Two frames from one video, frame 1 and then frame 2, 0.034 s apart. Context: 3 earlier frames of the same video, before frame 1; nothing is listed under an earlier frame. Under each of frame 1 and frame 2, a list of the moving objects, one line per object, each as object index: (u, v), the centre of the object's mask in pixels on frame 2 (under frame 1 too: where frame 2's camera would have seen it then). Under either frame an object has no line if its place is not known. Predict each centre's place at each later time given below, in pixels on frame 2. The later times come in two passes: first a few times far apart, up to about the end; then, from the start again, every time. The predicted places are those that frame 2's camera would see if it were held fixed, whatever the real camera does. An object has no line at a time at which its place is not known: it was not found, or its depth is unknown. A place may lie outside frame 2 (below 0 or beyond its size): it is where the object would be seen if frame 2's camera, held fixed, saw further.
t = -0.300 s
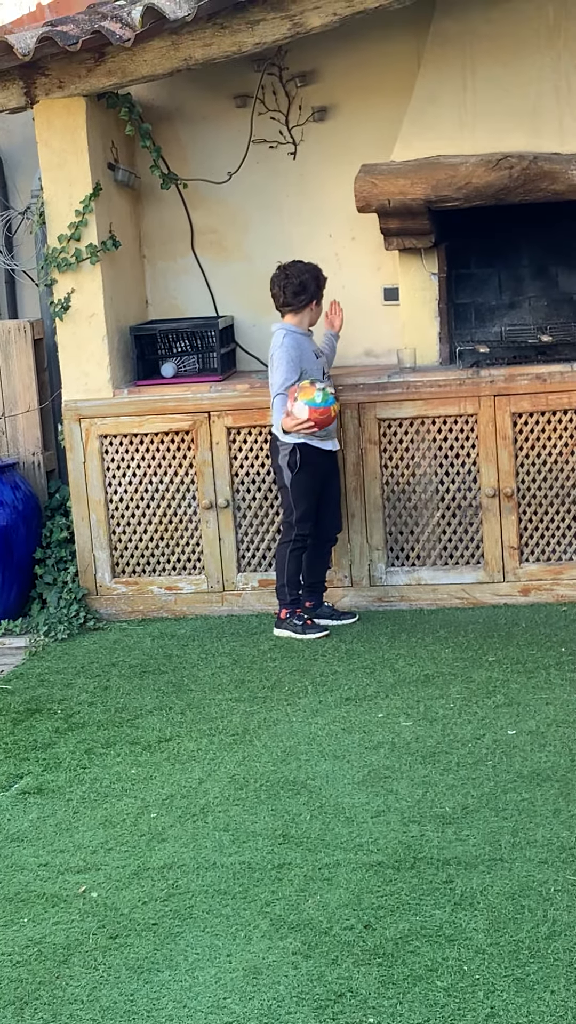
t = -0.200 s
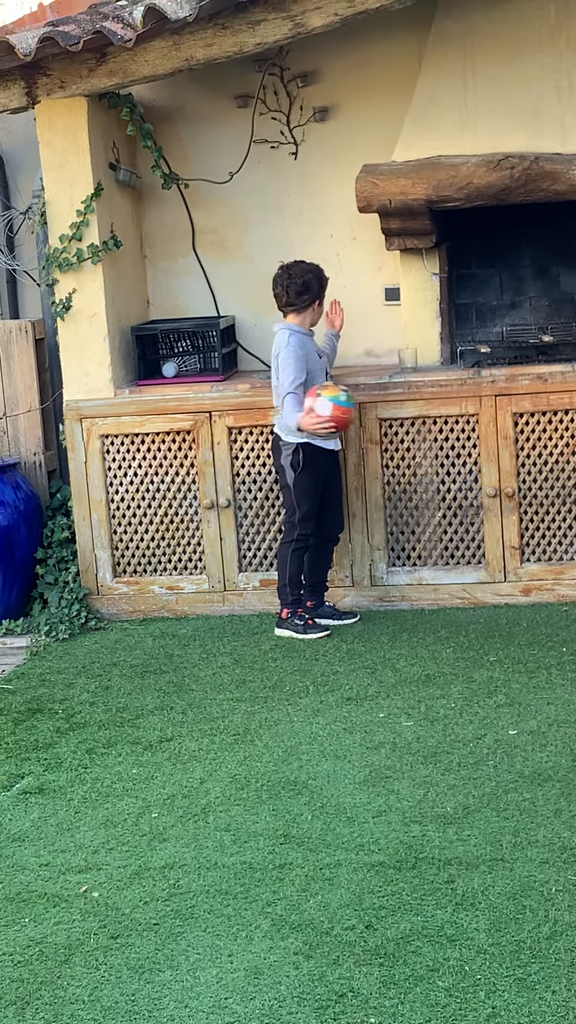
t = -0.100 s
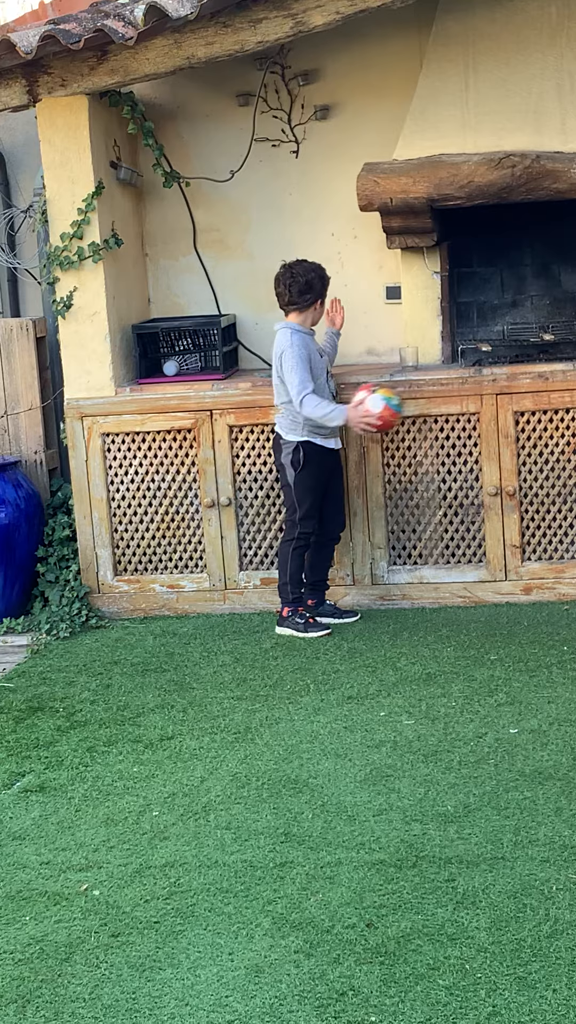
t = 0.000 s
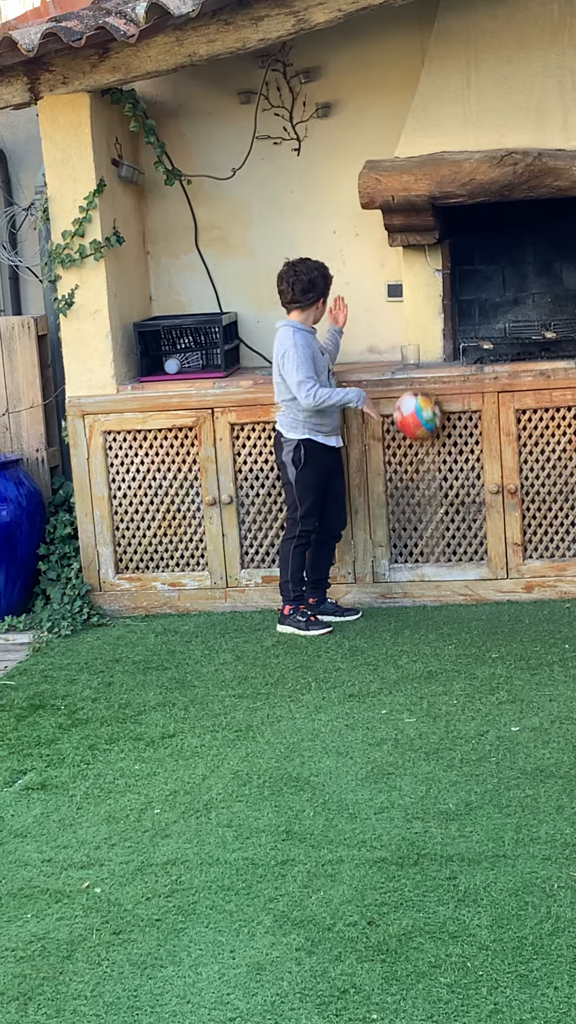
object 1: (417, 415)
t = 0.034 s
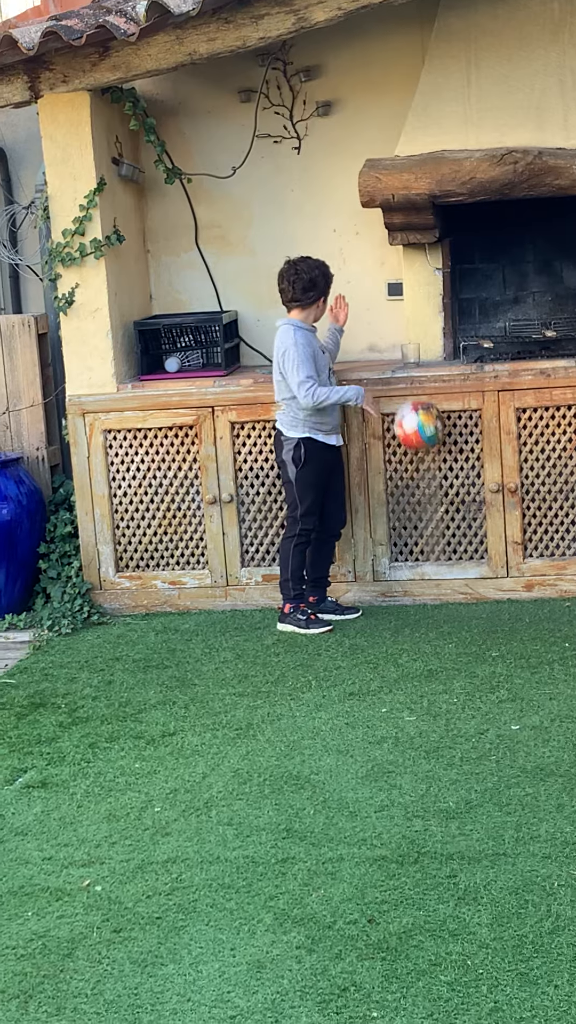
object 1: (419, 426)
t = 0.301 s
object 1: (425, 617)
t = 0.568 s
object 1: (402, 584)
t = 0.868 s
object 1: (373, 639)
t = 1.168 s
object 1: (331, 674)
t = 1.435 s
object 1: (282, 699)
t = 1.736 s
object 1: (218, 722)
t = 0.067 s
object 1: (419, 440)
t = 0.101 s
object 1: (419, 458)
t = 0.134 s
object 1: (420, 480)
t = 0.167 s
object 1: (421, 503)
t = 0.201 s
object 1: (421, 530)
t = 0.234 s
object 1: (422, 559)
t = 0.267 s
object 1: (424, 594)
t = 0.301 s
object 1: (425, 617)
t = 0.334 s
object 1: (422, 602)
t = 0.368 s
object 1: (418, 592)
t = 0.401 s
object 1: (416, 583)
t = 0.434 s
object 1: (412, 578)
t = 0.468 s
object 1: (410, 575)
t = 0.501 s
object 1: (407, 576)
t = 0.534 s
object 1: (404, 579)
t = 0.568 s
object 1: (402, 584)
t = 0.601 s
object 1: (399, 593)
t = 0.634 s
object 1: (396, 606)
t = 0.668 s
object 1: (394, 622)
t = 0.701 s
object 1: (392, 641)
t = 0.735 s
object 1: (389, 641)
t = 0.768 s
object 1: (384, 635)
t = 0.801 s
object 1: (380, 633)
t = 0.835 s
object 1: (377, 634)
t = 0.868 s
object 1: (373, 639)
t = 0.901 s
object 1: (370, 646)
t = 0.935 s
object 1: (367, 657)
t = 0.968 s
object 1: (362, 660)
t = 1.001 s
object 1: (357, 659)
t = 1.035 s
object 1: (352, 659)
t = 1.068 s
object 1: (346, 663)
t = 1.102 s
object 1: (343, 671)
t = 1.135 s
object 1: (337, 673)
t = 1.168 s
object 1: (331, 674)
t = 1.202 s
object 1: (326, 677)
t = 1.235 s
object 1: (320, 683)
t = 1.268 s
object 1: (314, 684)
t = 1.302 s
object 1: (308, 688)
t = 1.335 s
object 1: (301, 691)
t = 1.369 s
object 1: (295, 694)
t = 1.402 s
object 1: (289, 697)
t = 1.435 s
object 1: (282, 699)
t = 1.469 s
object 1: (275, 702)
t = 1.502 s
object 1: (269, 703)
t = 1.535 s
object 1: (262, 706)
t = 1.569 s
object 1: (255, 709)
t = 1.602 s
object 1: (248, 712)
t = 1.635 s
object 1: (241, 715)
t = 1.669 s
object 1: (234, 718)
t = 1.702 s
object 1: (226, 720)
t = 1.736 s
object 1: (218, 722)
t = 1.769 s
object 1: (210, 724)
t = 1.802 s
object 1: (202, 727)
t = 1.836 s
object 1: (194, 729)
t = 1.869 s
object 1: (186, 732)
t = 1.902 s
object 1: (178, 735)
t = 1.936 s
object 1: (169, 737)
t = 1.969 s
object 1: (160, 740)
